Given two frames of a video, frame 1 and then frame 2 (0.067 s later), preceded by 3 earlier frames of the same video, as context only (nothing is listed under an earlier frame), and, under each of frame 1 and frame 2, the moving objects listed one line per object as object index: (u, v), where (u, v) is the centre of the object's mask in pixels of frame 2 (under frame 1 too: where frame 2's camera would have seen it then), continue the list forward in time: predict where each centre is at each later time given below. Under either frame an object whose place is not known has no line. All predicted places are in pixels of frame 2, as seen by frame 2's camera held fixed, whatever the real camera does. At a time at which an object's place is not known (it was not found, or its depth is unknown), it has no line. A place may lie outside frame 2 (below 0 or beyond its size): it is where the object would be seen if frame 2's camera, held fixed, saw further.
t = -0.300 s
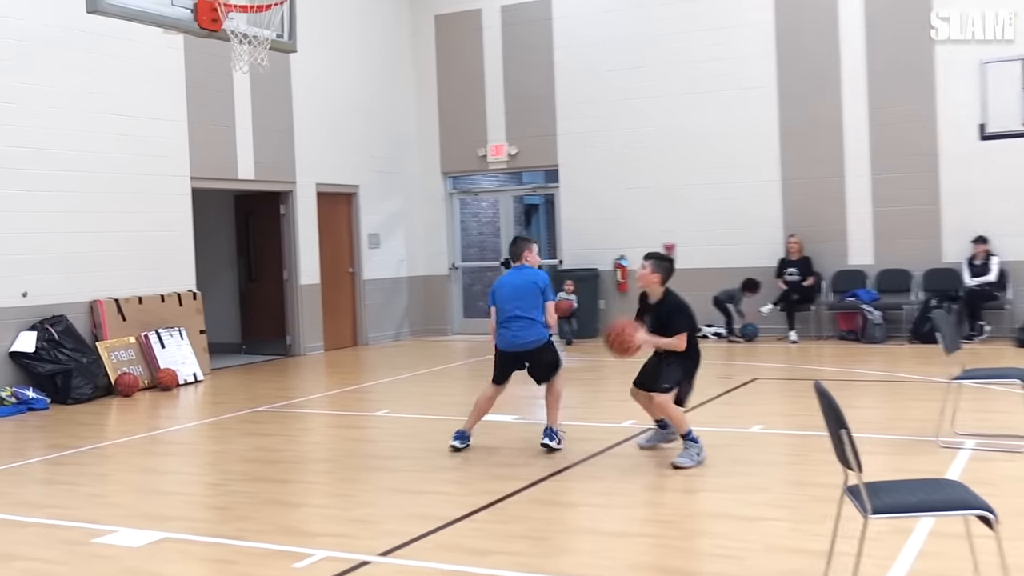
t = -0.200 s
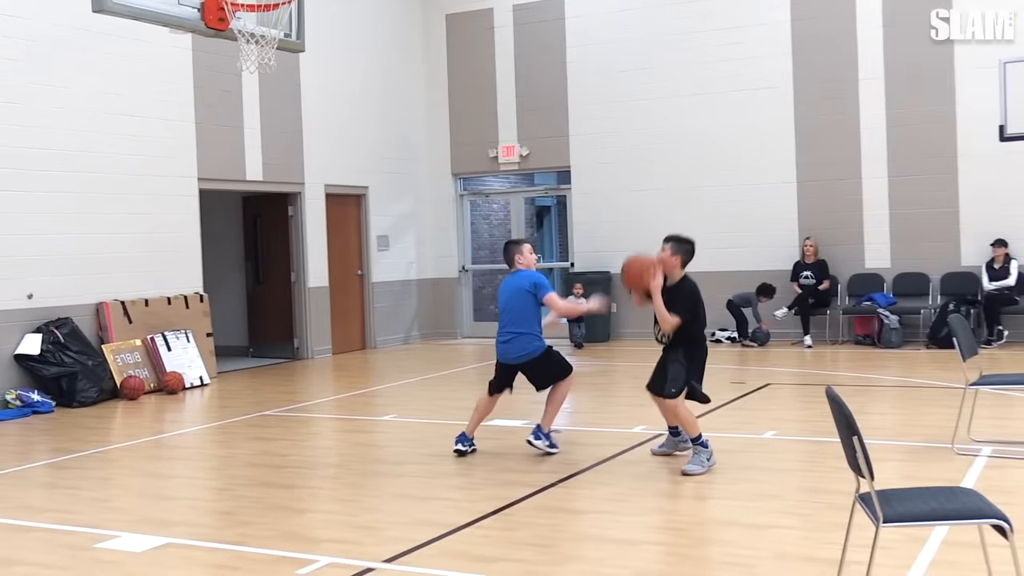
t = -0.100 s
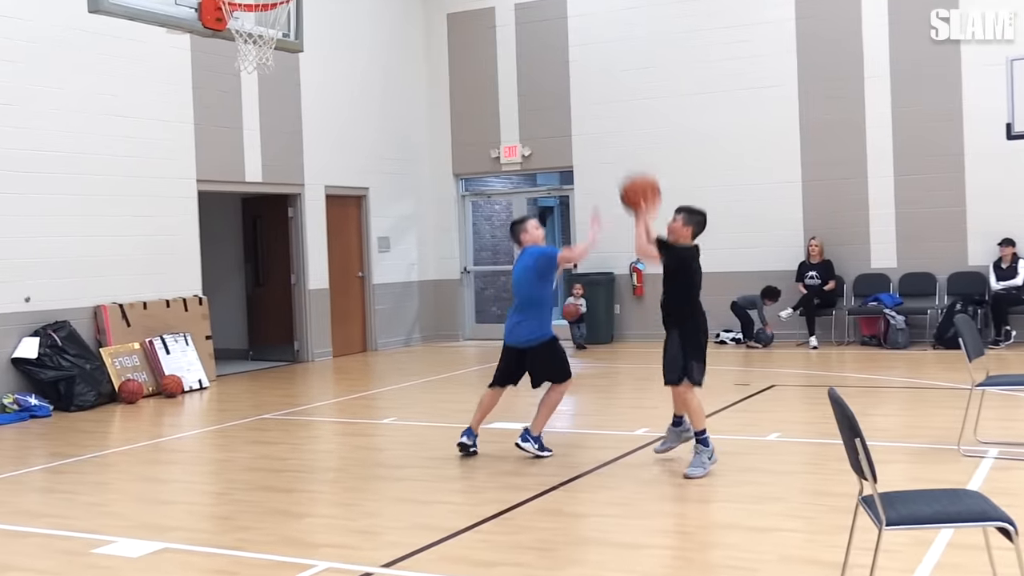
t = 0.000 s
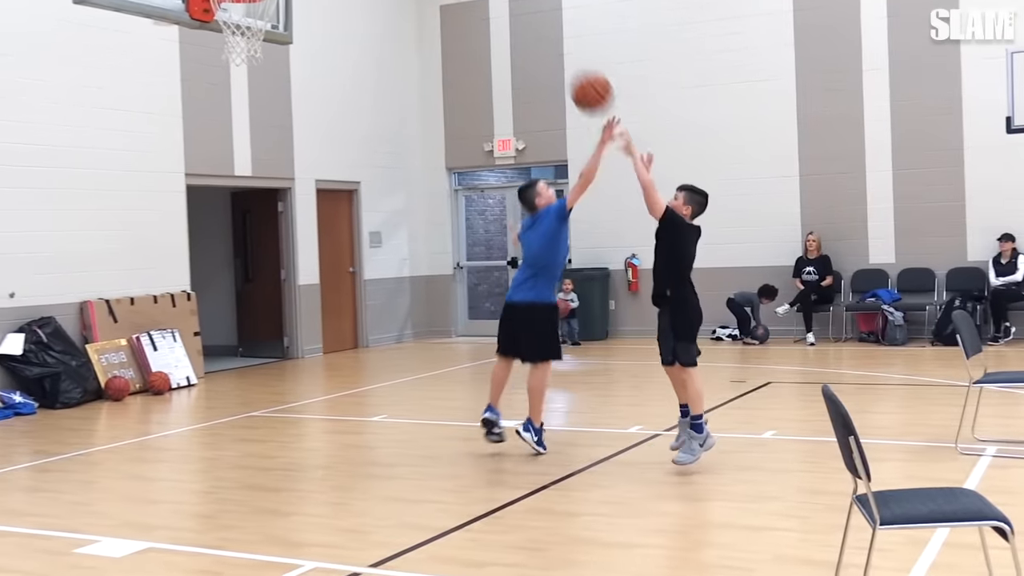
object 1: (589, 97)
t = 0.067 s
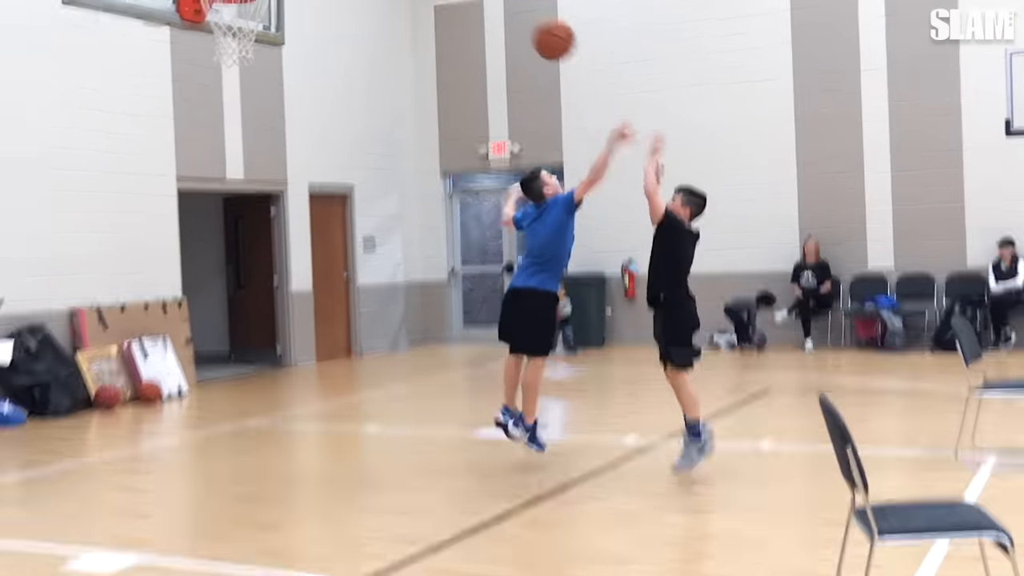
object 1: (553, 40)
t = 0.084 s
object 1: (545, 26)
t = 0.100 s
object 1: (538, 13)
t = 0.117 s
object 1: (529, 1)
